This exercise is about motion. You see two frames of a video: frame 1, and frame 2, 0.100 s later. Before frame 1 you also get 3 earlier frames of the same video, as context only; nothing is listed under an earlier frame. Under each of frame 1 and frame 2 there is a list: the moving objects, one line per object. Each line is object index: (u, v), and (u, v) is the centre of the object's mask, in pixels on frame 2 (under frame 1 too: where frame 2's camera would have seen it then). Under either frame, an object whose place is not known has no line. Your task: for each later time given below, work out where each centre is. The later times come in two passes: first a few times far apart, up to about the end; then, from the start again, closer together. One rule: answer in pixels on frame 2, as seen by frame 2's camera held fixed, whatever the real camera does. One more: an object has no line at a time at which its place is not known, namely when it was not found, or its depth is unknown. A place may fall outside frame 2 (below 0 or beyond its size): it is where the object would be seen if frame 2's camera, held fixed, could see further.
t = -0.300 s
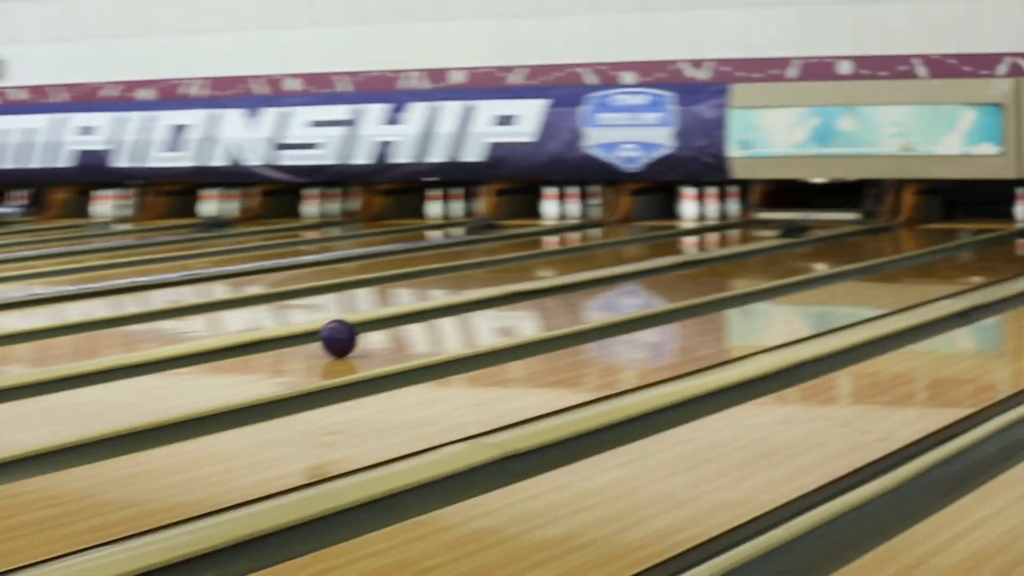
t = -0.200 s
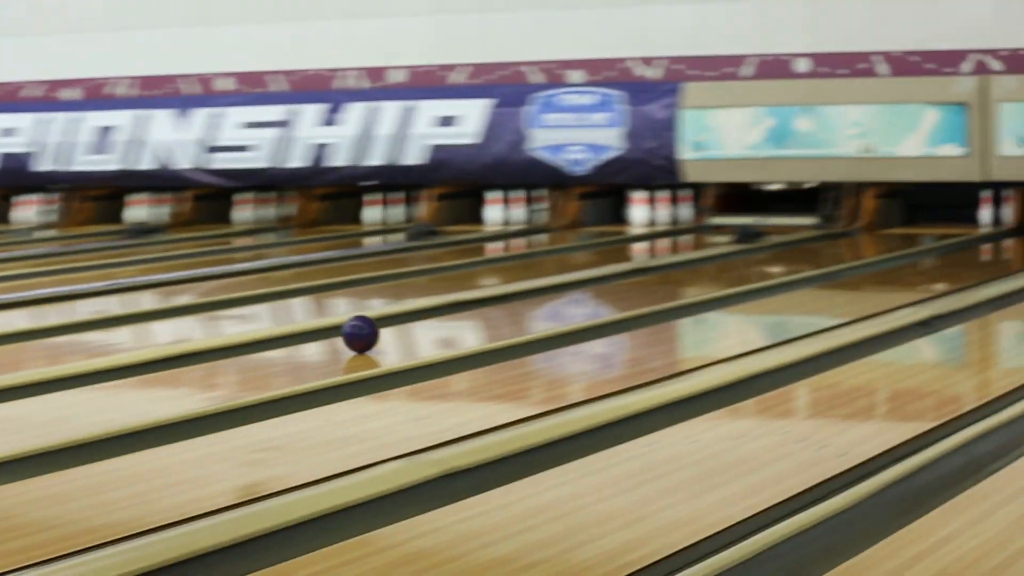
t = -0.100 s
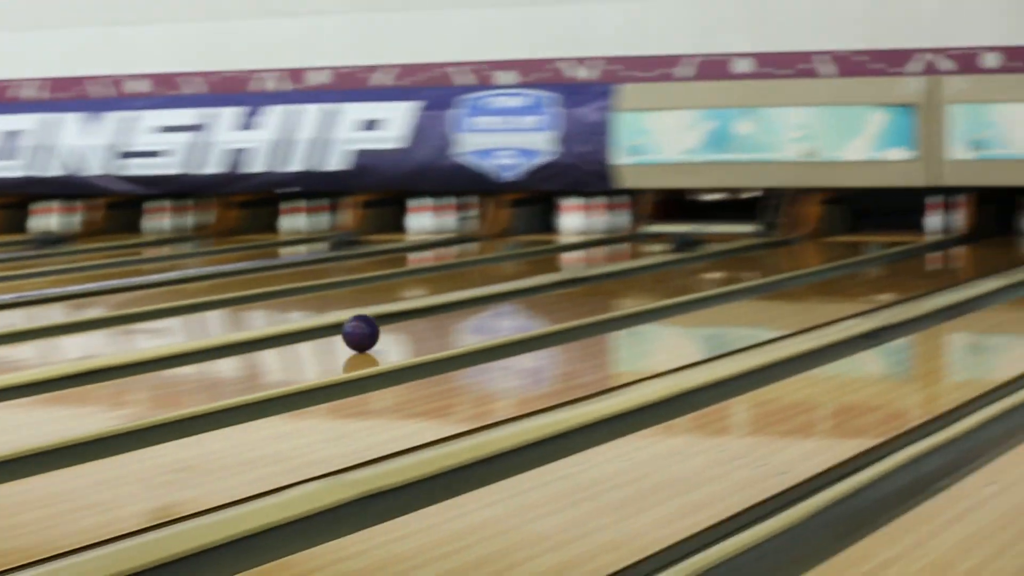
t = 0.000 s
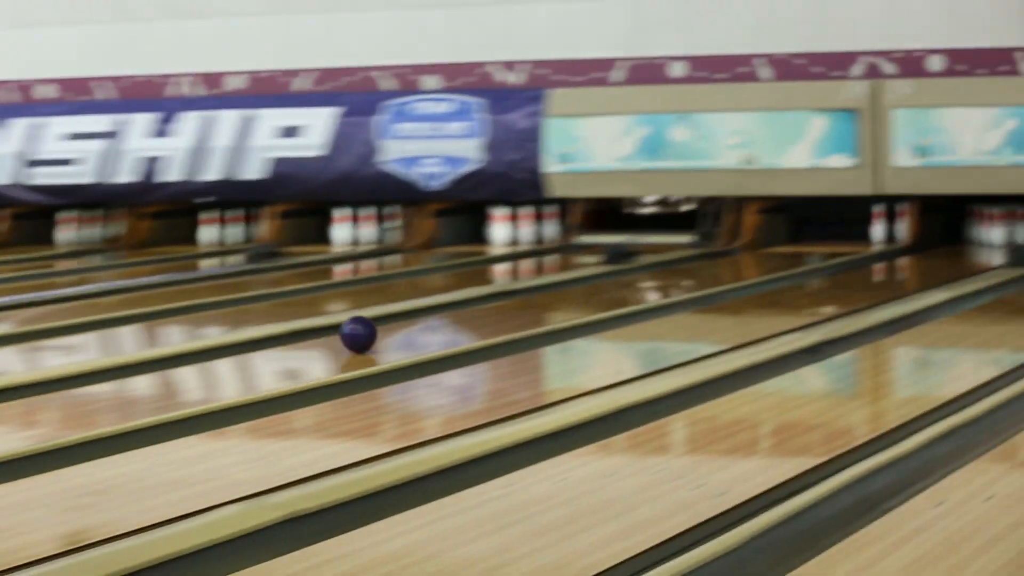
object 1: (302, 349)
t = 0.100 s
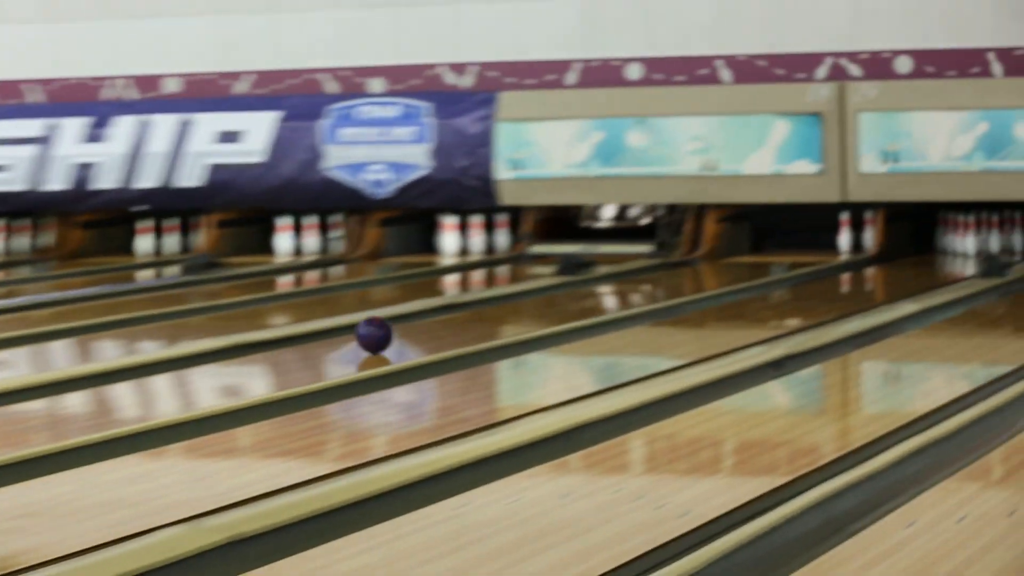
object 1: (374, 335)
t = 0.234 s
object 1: (458, 317)
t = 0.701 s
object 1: (681, 279)
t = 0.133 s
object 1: (396, 330)
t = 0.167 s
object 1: (418, 326)
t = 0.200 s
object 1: (439, 322)
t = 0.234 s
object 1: (458, 317)
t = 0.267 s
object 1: (477, 314)
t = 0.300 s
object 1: (496, 310)
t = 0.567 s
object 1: (624, 287)
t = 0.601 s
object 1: (640, 285)
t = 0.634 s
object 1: (654, 283)
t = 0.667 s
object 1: (667, 280)
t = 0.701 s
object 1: (681, 279)
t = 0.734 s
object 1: (693, 276)
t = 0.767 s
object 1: (707, 275)
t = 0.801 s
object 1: (721, 272)
